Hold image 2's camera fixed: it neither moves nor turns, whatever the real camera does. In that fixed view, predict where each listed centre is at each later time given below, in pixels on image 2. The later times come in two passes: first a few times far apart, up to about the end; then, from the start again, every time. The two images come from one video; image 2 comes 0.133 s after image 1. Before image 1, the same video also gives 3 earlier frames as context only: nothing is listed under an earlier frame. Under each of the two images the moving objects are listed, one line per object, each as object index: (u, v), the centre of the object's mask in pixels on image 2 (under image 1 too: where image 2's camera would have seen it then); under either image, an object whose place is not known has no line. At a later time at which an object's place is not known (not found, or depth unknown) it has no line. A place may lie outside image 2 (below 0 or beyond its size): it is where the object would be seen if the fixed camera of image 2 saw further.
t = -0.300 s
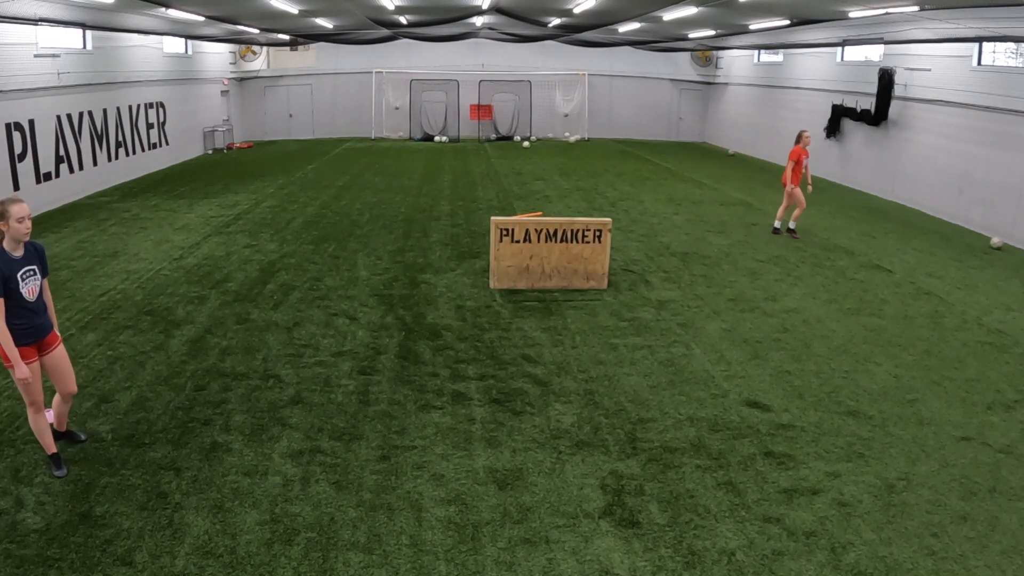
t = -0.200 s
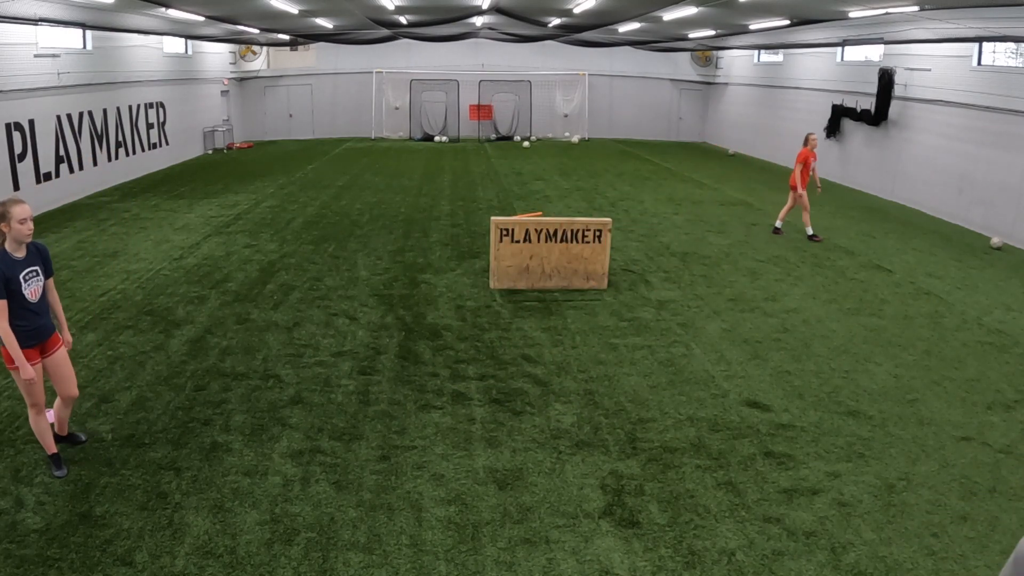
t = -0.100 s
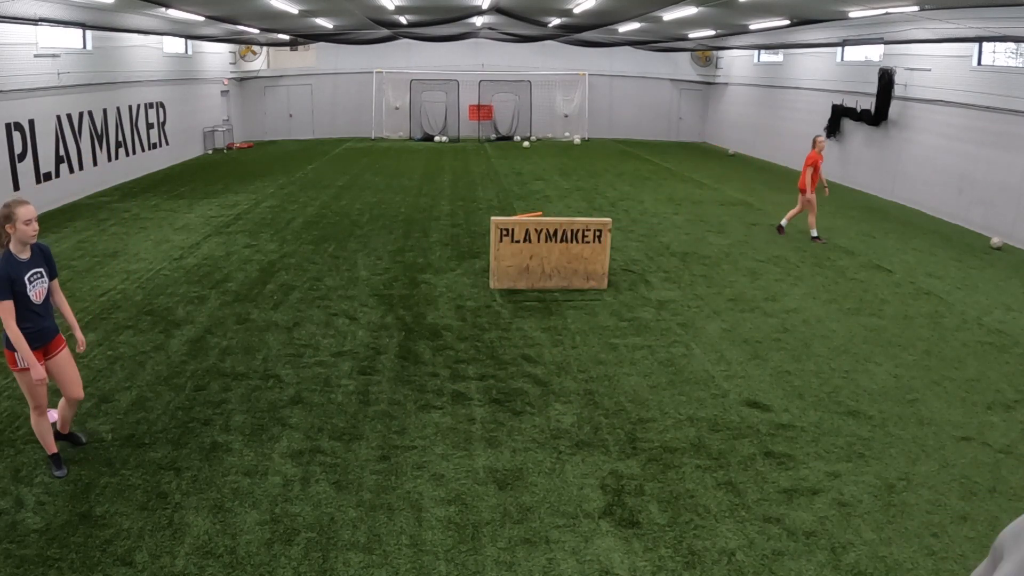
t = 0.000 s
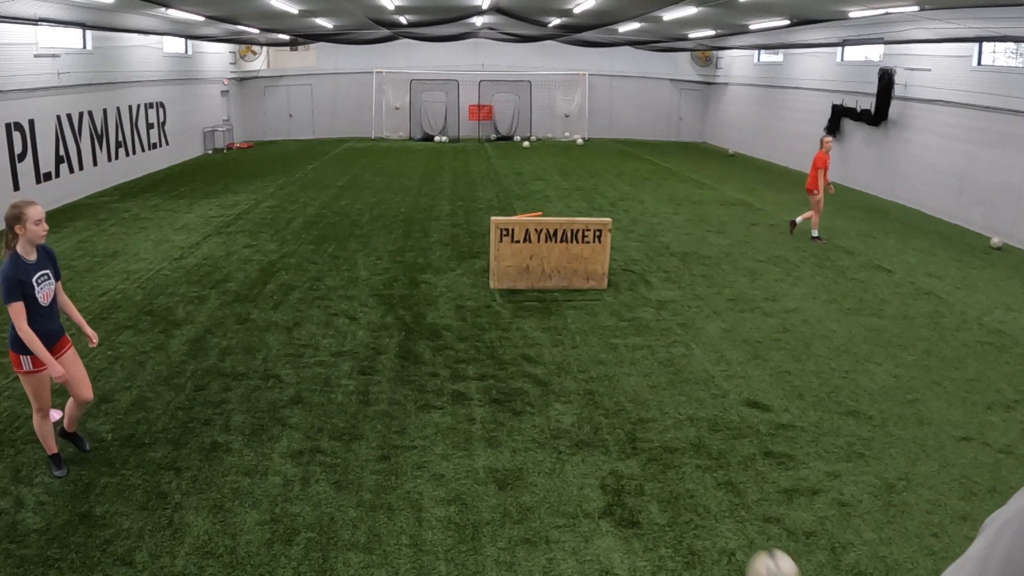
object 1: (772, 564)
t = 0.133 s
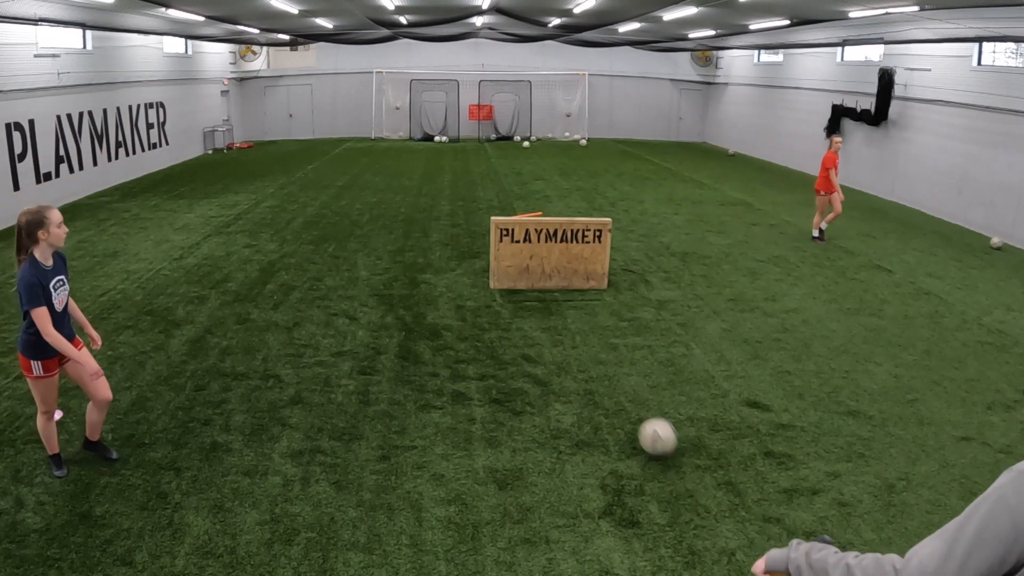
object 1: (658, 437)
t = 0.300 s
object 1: (584, 346)
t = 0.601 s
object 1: (534, 276)
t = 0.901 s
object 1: (539, 328)
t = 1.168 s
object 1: (537, 376)
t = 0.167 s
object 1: (639, 413)
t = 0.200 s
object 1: (623, 392)
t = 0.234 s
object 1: (607, 375)
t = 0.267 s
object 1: (594, 361)
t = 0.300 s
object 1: (584, 346)
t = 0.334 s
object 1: (575, 333)
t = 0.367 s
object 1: (567, 322)
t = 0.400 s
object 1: (559, 313)
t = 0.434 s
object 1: (552, 305)
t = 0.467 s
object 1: (546, 296)
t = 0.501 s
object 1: (540, 288)
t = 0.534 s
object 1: (535, 280)
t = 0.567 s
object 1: (534, 276)
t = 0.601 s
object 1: (534, 276)
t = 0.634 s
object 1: (535, 276)
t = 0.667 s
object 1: (536, 277)
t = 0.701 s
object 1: (536, 280)
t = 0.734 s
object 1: (537, 284)
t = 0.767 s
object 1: (538, 290)
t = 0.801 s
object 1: (538, 297)
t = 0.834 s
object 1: (538, 306)
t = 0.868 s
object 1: (539, 316)
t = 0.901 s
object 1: (539, 328)
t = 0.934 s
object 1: (540, 342)
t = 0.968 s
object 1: (540, 358)
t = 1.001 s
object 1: (540, 363)
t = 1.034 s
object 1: (540, 363)
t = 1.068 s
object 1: (539, 364)
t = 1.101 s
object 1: (539, 367)
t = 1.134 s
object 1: (538, 370)
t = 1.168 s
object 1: (537, 376)
